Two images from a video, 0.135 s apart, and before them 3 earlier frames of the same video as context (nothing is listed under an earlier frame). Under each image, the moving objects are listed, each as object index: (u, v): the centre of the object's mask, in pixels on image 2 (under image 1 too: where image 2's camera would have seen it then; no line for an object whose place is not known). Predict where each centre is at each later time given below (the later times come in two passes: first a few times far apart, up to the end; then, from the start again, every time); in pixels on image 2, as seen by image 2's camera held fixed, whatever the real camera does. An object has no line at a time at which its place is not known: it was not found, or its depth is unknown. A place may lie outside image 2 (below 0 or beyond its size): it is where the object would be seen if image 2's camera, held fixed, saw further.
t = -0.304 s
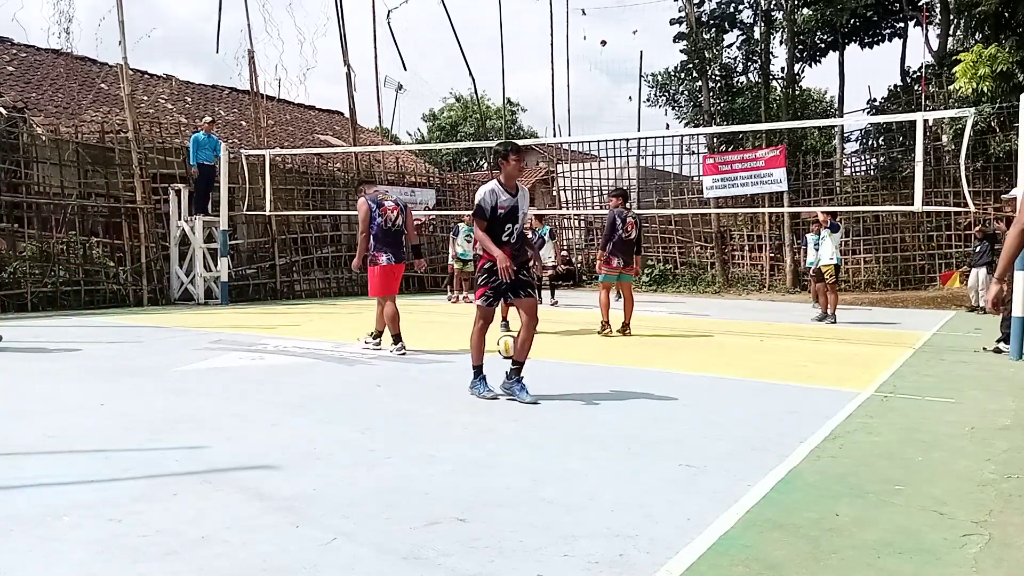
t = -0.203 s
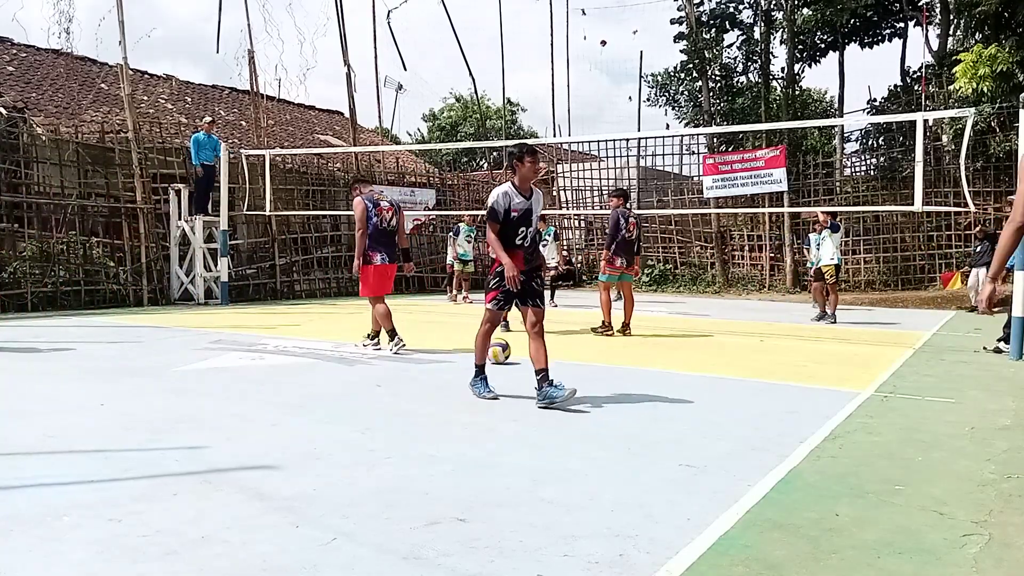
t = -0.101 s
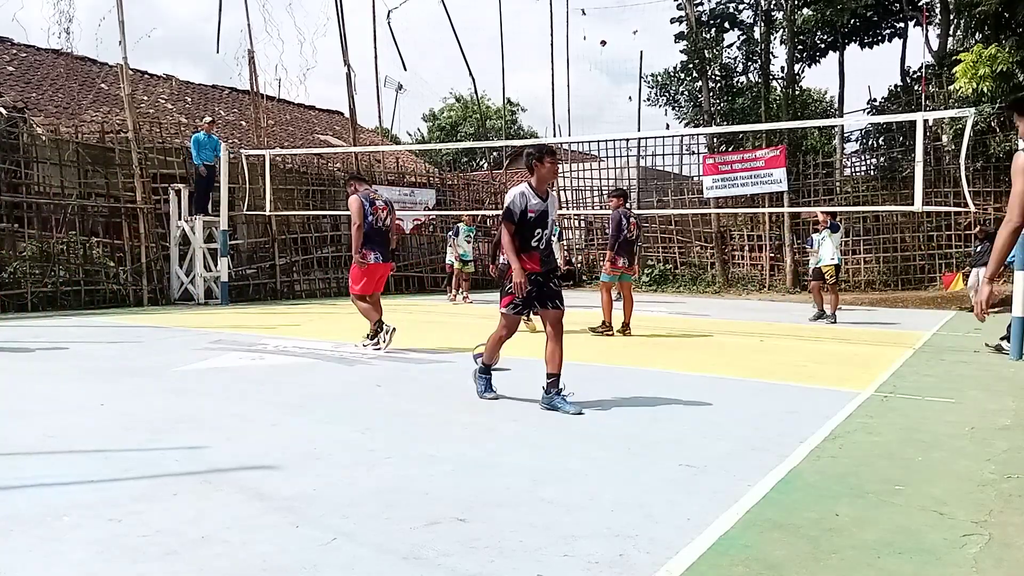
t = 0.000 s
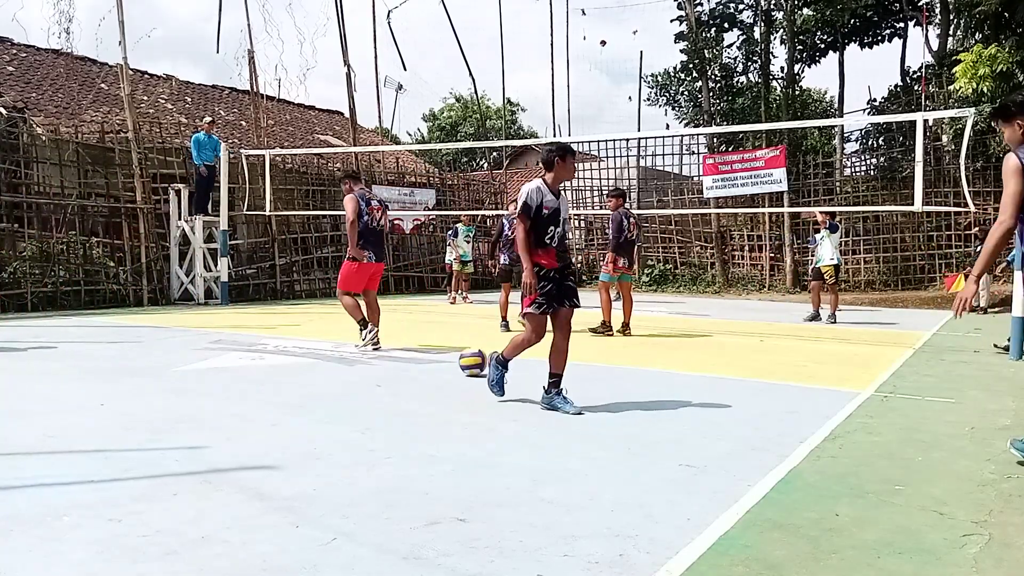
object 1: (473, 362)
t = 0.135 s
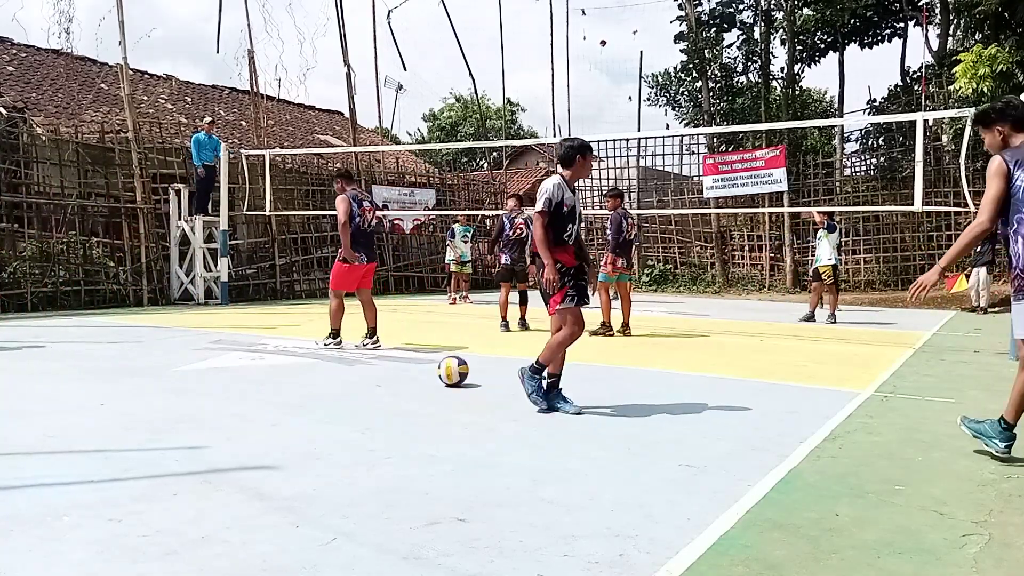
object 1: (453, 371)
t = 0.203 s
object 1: (442, 375)
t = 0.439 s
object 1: (394, 398)
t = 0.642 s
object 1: (338, 423)
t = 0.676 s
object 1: (327, 427)
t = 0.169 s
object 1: (448, 374)
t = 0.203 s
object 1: (442, 375)
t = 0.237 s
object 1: (436, 378)
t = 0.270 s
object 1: (430, 381)
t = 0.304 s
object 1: (423, 384)
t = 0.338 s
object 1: (417, 387)
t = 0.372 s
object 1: (410, 391)
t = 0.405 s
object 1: (402, 394)
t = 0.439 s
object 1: (394, 398)
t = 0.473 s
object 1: (386, 401)
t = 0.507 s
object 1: (378, 406)
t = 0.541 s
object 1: (369, 410)
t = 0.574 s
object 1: (359, 413)
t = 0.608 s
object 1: (349, 418)
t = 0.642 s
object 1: (338, 423)
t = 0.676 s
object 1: (327, 427)
